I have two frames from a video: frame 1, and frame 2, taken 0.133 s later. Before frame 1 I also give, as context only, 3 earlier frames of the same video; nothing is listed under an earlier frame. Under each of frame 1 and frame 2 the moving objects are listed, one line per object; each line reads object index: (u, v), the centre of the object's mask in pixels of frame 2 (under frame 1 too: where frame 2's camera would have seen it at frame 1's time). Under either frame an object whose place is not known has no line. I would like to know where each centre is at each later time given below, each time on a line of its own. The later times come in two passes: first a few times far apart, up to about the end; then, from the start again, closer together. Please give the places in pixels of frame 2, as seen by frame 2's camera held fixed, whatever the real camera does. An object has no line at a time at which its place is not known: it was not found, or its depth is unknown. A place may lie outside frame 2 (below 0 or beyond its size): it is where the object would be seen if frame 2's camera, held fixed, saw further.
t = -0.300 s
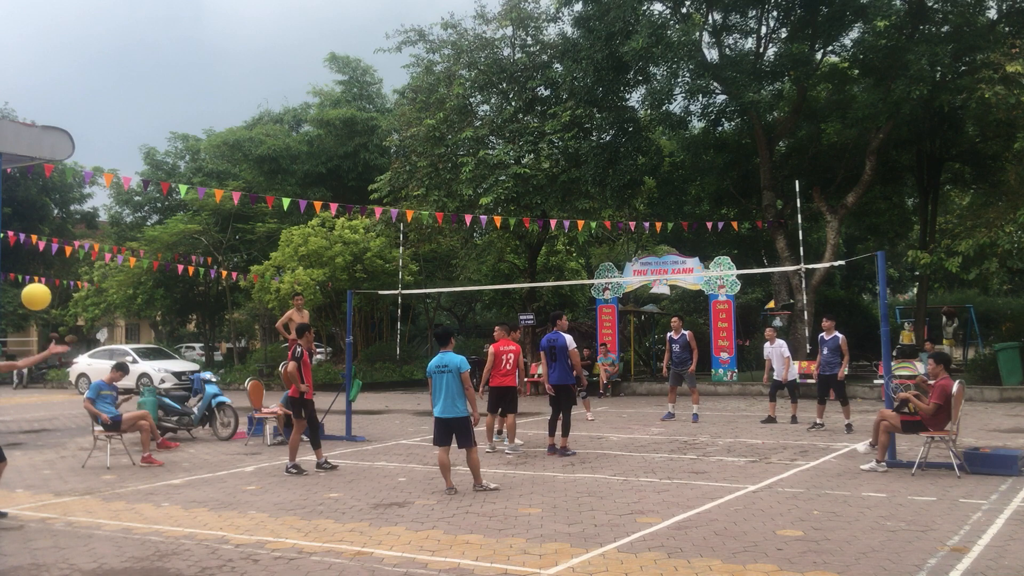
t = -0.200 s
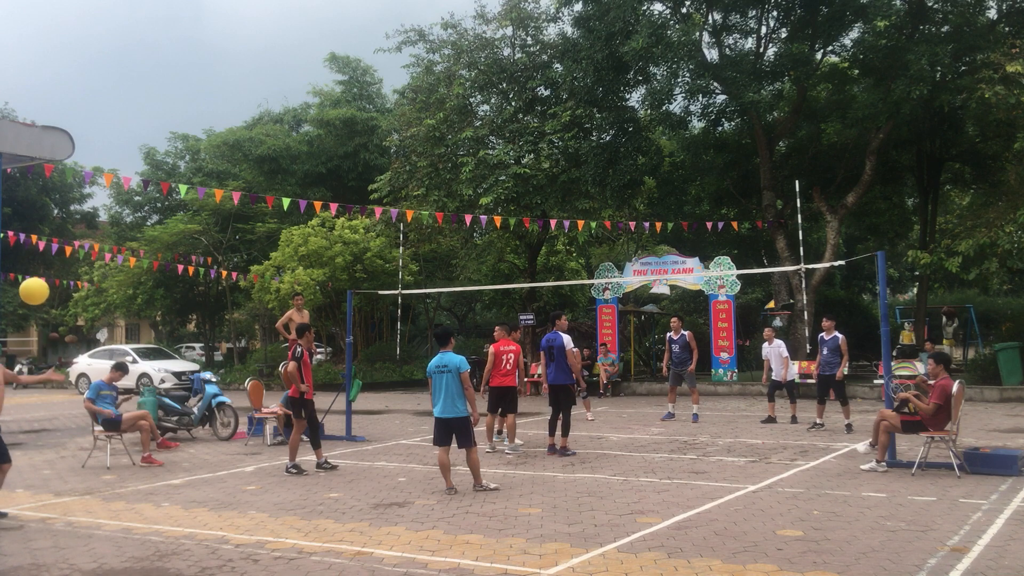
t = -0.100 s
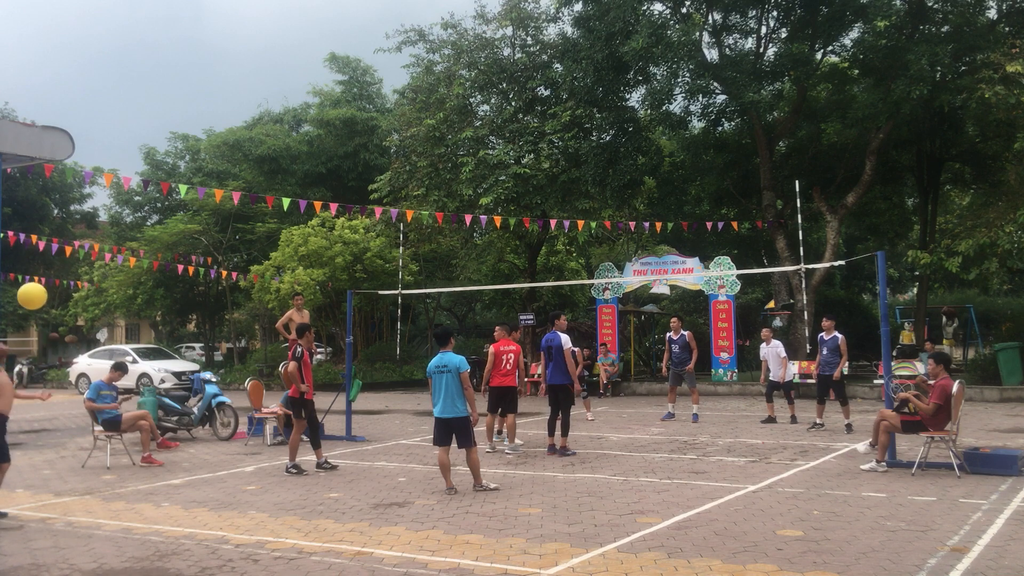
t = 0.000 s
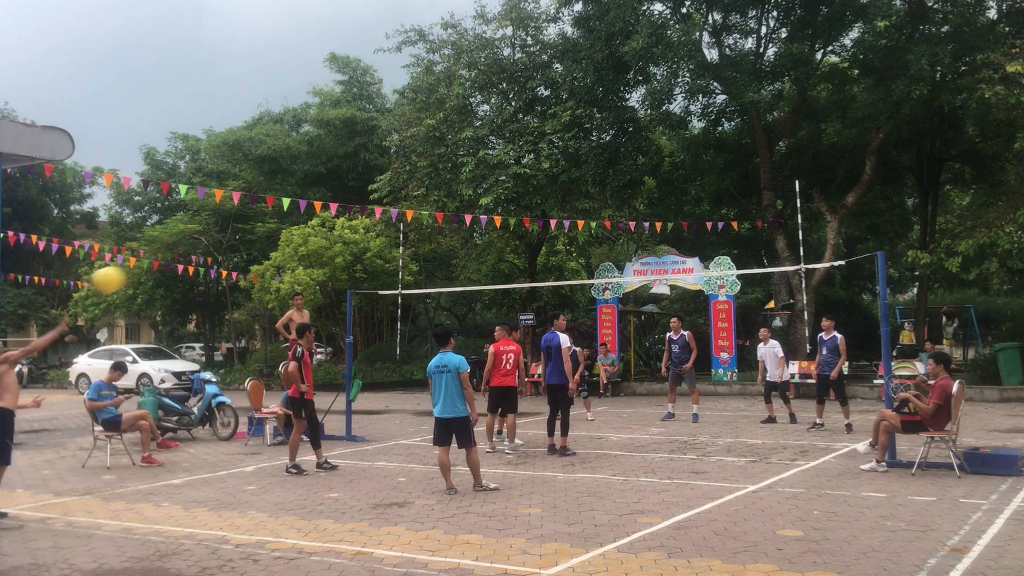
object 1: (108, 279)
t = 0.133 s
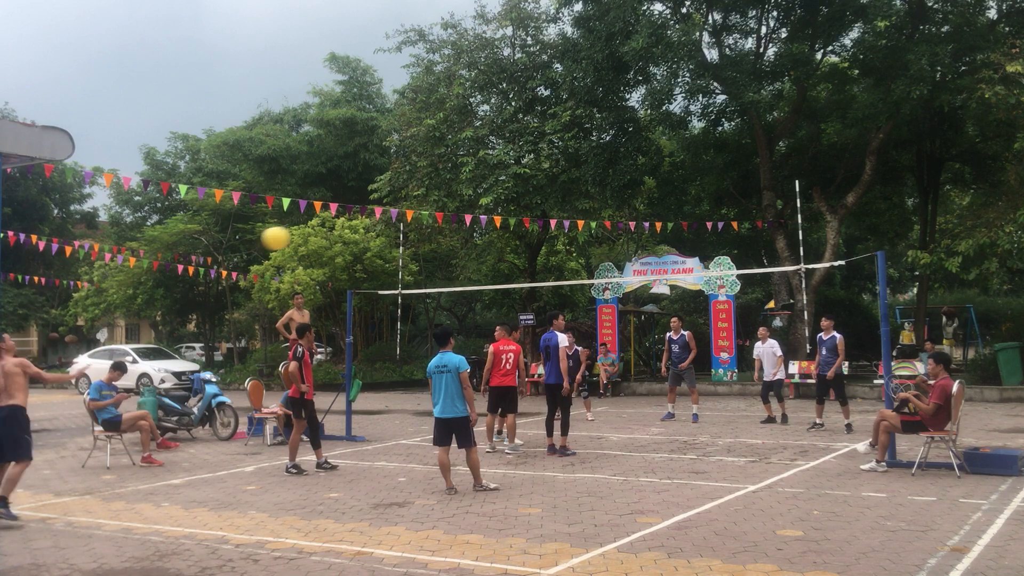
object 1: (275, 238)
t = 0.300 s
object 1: (435, 225)
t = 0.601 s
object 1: (635, 265)
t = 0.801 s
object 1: (731, 320)
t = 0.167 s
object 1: (311, 232)
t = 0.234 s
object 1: (377, 226)
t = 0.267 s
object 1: (407, 225)
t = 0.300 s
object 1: (435, 225)
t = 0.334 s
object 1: (461, 226)
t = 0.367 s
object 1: (487, 228)
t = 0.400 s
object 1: (512, 231)
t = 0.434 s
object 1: (536, 235)
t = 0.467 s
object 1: (558, 239)
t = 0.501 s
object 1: (579, 245)
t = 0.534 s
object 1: (599, 251)
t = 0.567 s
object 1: (618, 257)
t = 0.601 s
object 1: (635, 265)
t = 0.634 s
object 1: (653, 270)
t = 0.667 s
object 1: (670, 283)
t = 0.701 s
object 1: (687, 290)
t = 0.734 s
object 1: (702, 299)
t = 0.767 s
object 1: (717, 309)
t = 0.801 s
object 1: (731, 320)
